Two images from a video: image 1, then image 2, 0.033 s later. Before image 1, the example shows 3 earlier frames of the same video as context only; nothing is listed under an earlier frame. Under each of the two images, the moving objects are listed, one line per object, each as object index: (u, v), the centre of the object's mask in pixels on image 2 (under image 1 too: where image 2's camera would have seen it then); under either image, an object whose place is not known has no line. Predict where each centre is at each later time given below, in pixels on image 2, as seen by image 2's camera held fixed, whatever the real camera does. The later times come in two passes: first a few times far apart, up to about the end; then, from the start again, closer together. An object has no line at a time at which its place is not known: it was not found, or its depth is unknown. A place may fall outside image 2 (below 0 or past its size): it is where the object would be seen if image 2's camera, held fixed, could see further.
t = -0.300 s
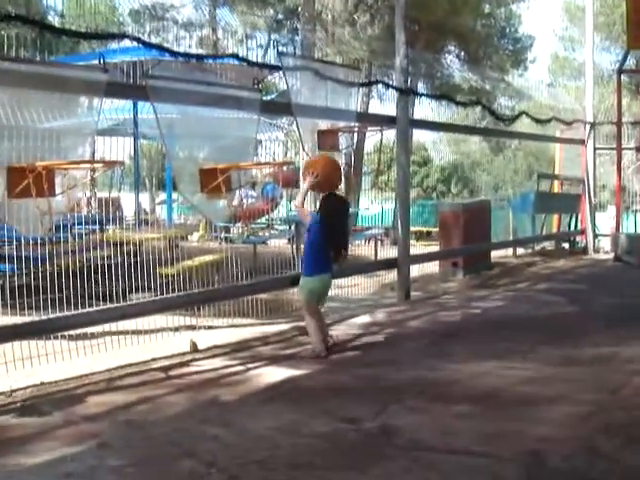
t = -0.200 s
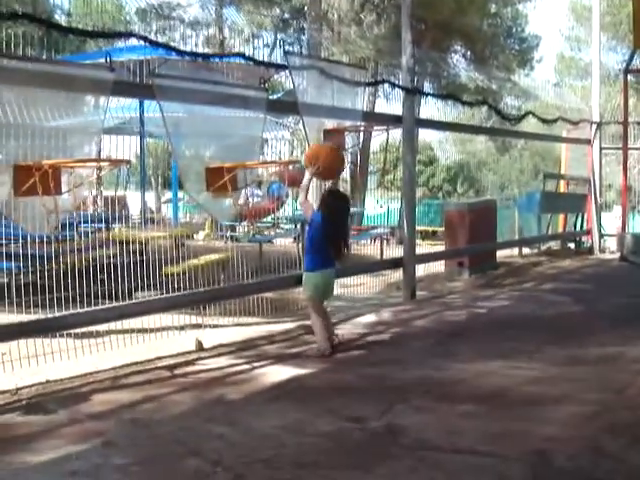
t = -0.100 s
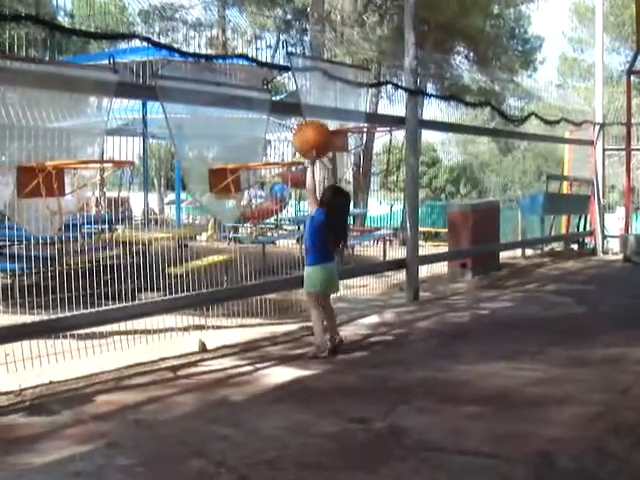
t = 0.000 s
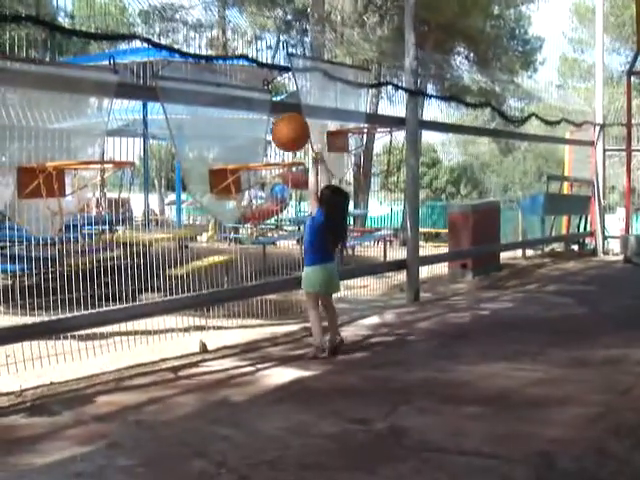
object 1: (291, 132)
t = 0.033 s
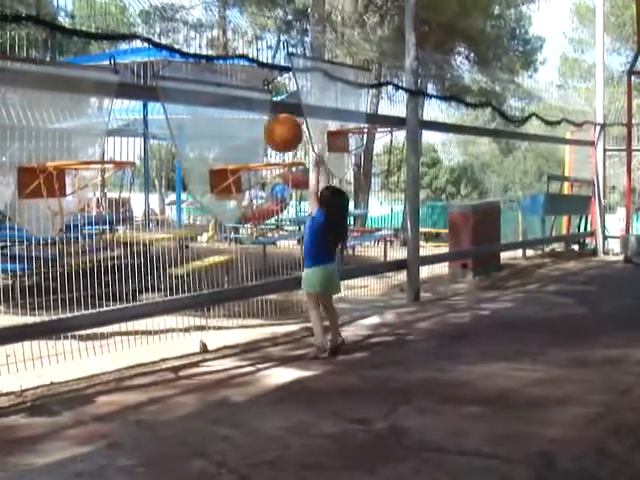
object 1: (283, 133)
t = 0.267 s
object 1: (259, 176)
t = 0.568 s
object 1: (288, 247)
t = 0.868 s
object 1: (296, 280)
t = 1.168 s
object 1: (289, 236)
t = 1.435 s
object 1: (285, 316)
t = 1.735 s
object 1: (265, 265)
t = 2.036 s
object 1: (250, 302)
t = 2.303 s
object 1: (229, 293)
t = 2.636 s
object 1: (204, 313)
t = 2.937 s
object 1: (181, 294)
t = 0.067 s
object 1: (275, 136)
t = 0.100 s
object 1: (268, 140)
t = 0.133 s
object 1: (260, 145)
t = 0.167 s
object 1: (253, 150)
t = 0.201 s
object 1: (255, 162)
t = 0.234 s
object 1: (256, 169)
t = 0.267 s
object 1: (259, 176)
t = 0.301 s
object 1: (262, 182)
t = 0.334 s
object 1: (266, 189)
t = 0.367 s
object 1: (270, 193)
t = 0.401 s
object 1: (274, 202)
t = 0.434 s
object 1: (278, 208)
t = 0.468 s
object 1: (280, 217)
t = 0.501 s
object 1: (283, 226)
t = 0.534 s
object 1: (286, 236)
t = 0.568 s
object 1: (288, 247)
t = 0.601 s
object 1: (289, 261)
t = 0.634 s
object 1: (292, 274)
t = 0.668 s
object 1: (294, 290)
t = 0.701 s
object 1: (297, 307)
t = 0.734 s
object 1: (300, 326)
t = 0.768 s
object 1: (300, 325)
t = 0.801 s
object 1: (299, 308)
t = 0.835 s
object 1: (298, 293)
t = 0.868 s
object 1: (296, 280)
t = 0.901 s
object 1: (296, 269)
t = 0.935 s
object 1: (295, 258)
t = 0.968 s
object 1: (294, 250)
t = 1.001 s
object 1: (293, 243)
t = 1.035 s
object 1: (291, 239)
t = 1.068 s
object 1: (291, 236)
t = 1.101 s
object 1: (290, 234)
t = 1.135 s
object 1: (289, 234)
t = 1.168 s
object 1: (289, 236)
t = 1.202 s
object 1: (289, 238)
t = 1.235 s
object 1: (289, 243)
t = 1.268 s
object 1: (287, 252)
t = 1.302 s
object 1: (286, 262)
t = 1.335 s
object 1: (285, 271)
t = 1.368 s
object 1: (285, 286)
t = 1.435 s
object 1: (285, 316)
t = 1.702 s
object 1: (269, 270)
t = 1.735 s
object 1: (265, 265)
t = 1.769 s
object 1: (264, 262)
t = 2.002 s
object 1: (251, 291)
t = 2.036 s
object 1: (250, 302)
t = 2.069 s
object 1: (248, 316)
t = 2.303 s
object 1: (229, 293)
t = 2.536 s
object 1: (212, 284)
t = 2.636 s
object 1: (204, 313)
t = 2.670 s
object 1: (201, 327)
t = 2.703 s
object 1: (199, 341)
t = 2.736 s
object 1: (197, 346)
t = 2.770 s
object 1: (195, 333)
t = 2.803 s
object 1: (192, 320)
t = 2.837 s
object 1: (189, 311)
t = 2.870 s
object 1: (186, 304)
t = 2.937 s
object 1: (181, 294)
